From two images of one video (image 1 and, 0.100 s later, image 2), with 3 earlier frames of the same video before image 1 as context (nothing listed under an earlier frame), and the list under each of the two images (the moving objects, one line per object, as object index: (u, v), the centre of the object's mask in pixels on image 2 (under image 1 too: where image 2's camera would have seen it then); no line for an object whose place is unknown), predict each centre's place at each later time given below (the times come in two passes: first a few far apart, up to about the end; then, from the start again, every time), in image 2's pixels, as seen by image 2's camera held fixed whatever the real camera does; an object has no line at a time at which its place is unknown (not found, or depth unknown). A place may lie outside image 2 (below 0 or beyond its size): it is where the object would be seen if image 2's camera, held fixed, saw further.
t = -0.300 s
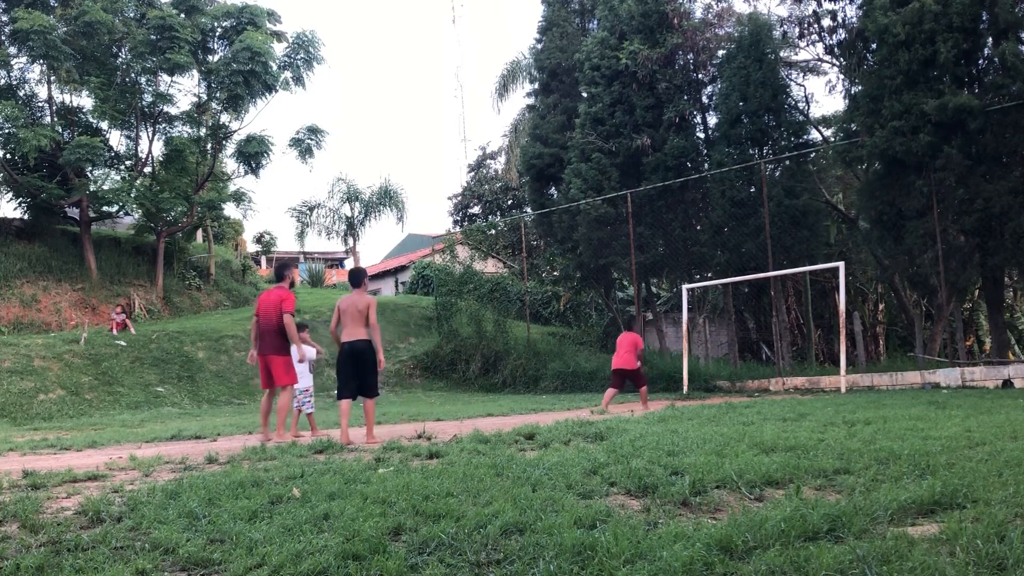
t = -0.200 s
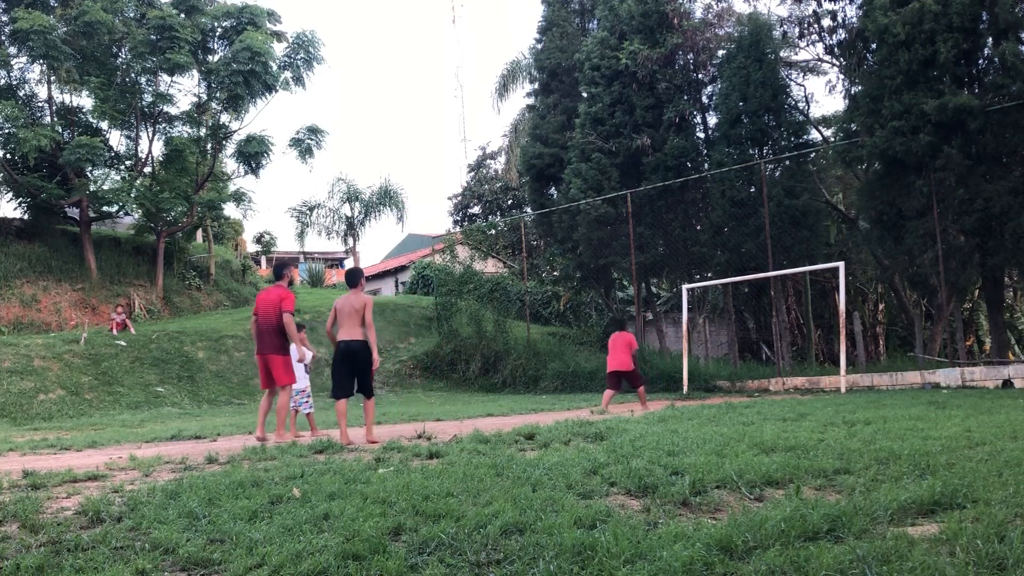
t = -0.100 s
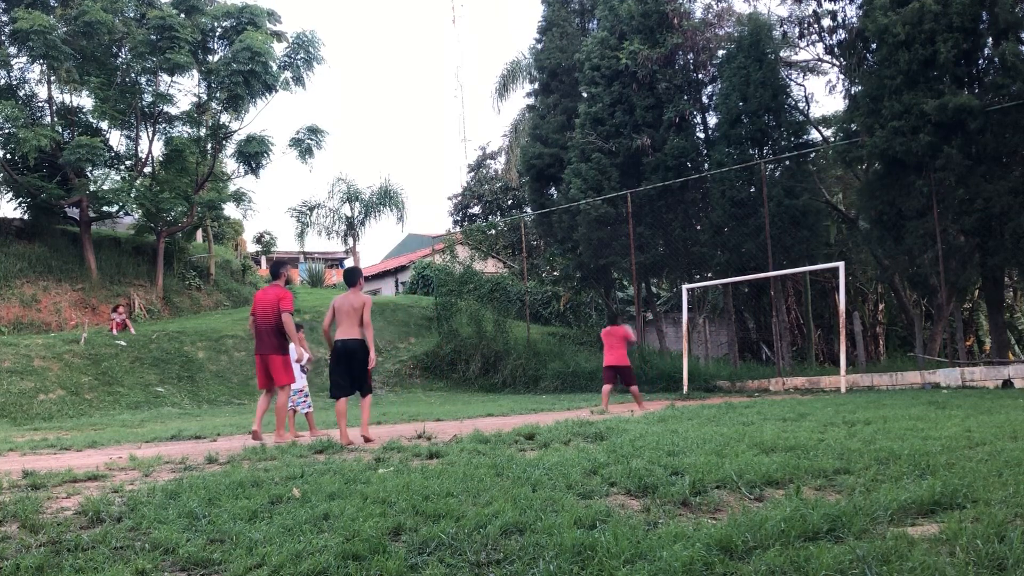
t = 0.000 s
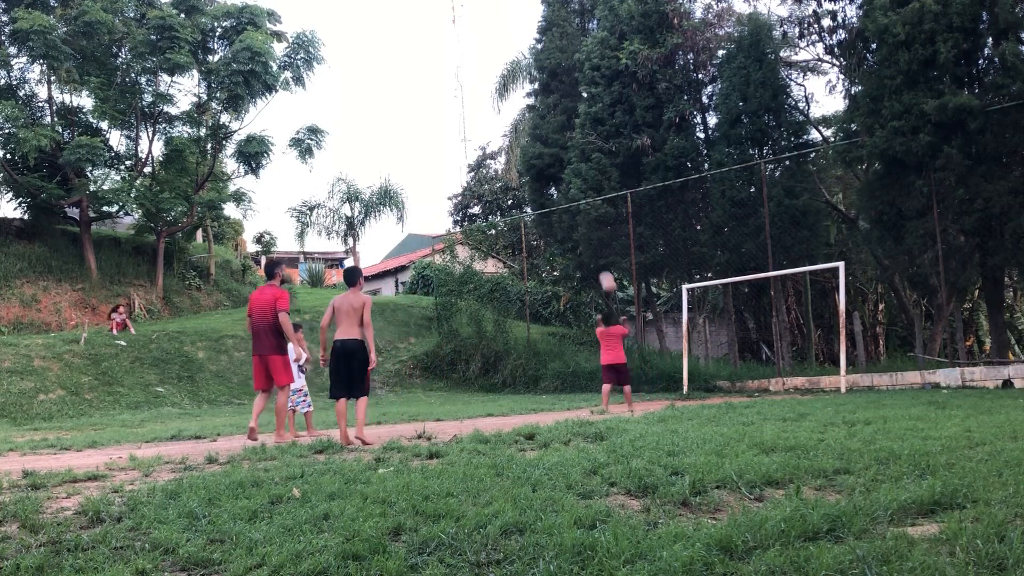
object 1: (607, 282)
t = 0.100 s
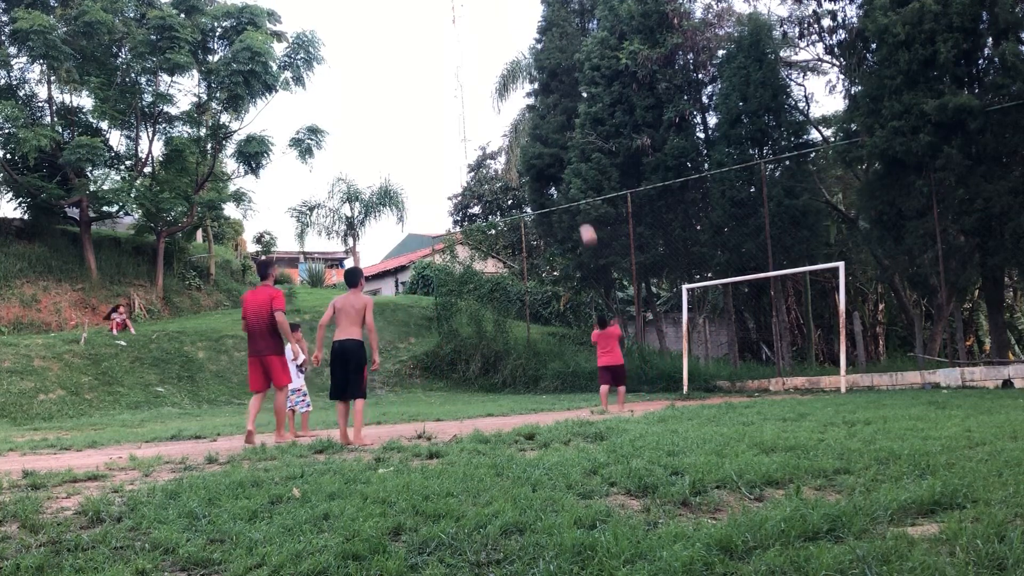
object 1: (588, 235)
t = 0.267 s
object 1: (555, 169)
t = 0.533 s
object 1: (501, 95)
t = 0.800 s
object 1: (447, 71)
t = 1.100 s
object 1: (382, 109)
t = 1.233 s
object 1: (351, 152)
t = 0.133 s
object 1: (581, 220)
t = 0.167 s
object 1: (575, 206)
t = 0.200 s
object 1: (569, 193)
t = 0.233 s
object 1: (562, 179)
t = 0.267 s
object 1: (555, 169)
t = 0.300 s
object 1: (548, 157)
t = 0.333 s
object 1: (542, 147)
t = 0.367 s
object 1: (535, 136)
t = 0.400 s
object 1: (529, 127)
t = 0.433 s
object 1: (524, 118)
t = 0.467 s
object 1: (515, 111)
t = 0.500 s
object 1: (508, 102)
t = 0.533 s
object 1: (501, 95)
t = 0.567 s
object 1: (497, 91)
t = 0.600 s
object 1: (489, 85)
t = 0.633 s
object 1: (482, 81)
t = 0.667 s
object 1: (475, 77)
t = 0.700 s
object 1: (468, 75)
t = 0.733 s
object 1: (461, 73)
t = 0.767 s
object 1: (455, 72)
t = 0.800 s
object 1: (447, 71)
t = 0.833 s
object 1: (440, 71)
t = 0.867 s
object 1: (433, 73)
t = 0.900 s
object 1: (426, 75)
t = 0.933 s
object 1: (419, 78)
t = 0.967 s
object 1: (412, 82)
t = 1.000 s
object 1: (404, 87)
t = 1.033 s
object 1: (397, 93)
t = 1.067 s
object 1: (390, 101)
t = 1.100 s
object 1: (382, 109)
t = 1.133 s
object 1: (374, 118)
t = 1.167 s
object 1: (367, 128)
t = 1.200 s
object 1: (359, 140)
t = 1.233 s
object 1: (351, 152)
